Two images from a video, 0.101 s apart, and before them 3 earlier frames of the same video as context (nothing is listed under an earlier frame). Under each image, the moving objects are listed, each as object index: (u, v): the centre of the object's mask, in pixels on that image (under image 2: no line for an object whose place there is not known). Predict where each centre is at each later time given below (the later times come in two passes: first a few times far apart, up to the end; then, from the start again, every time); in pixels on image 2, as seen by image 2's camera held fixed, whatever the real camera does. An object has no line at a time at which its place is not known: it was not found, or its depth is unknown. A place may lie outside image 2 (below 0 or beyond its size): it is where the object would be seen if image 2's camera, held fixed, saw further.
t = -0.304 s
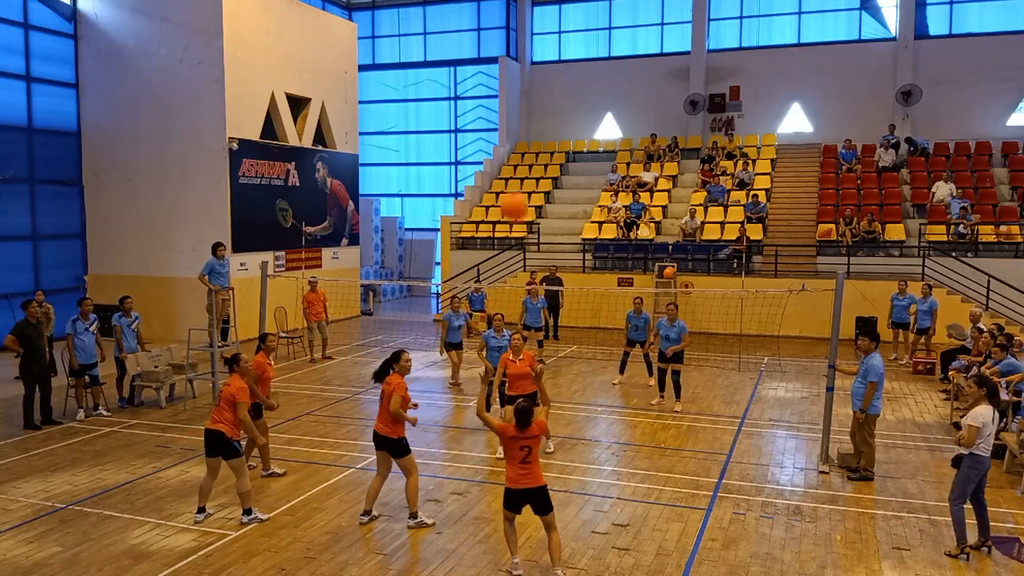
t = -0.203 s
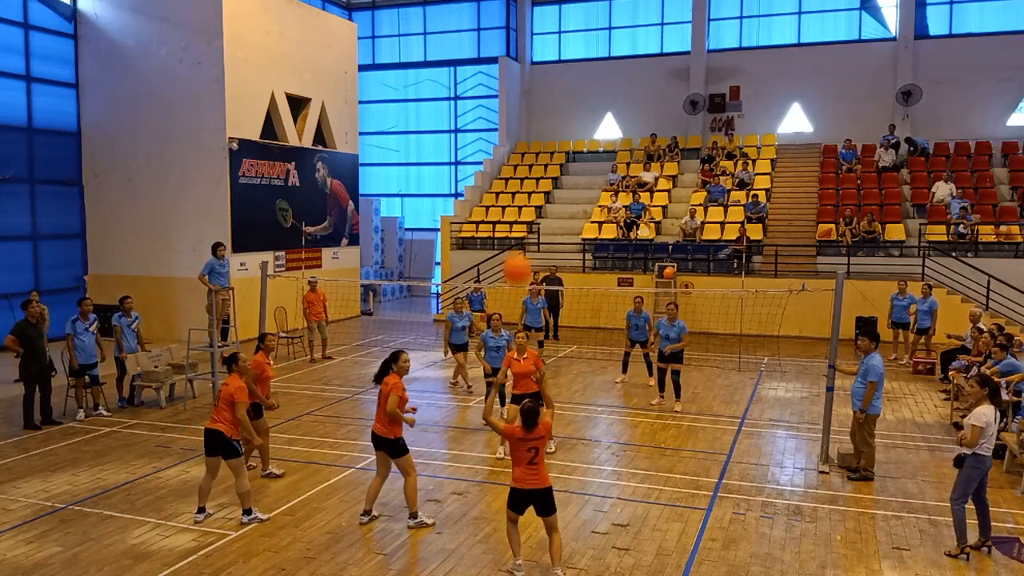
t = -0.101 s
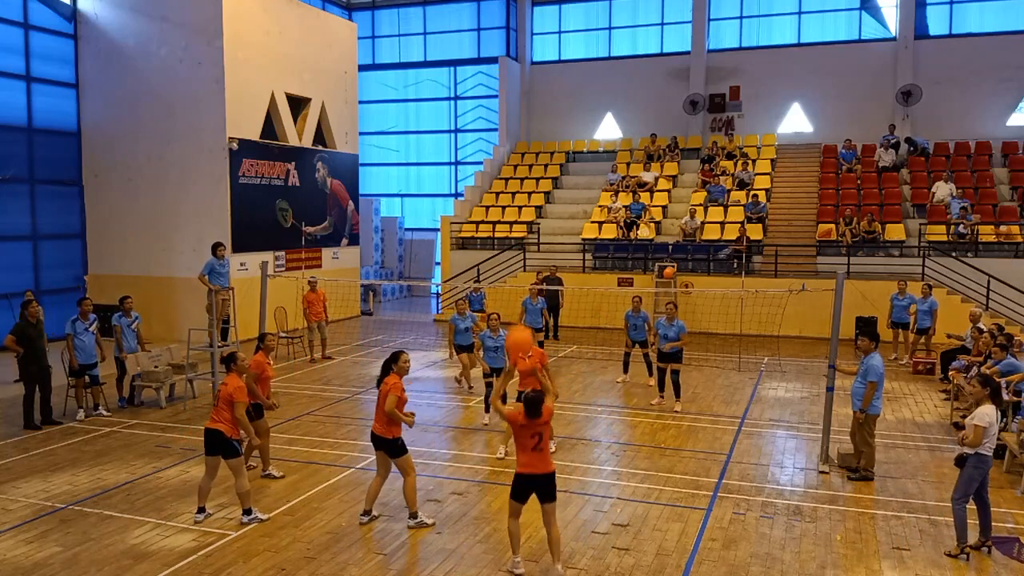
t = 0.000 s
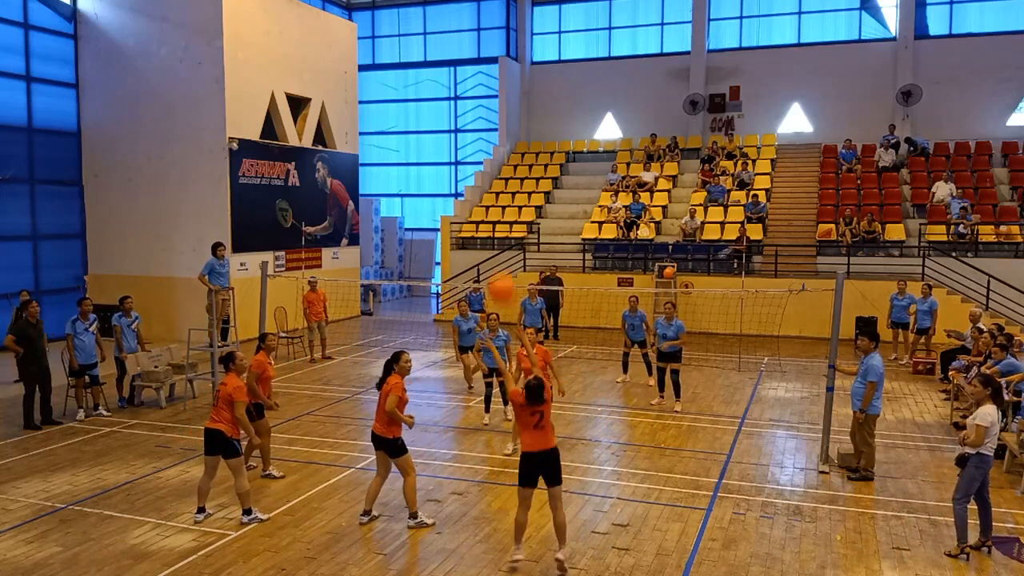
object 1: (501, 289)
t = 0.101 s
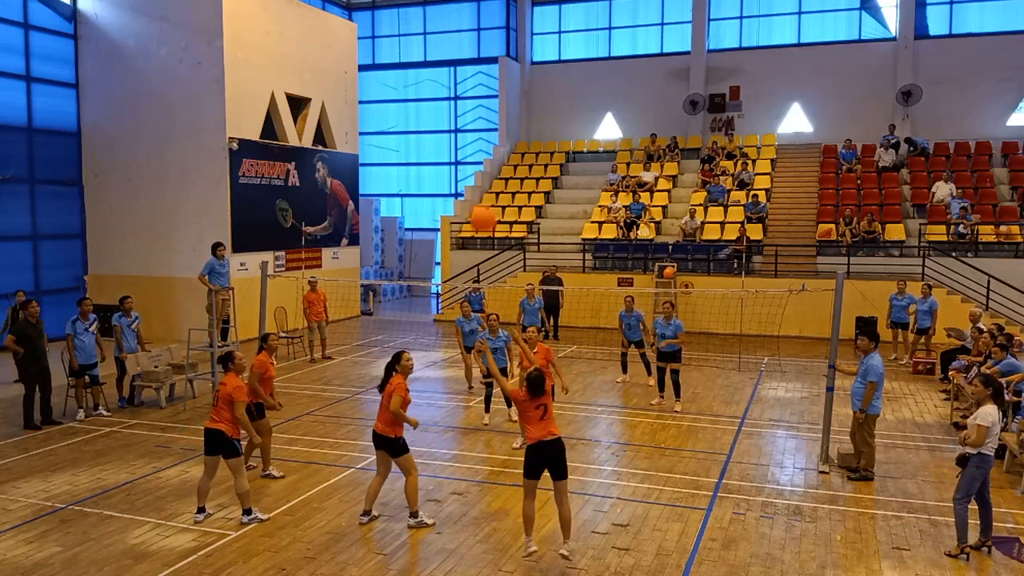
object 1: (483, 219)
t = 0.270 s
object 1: (456, 141)
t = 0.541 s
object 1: (424, 98)
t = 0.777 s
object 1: (403, 119)
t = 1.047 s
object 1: (384, 188)
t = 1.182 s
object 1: (377, 235)
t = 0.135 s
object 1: (476, 199)
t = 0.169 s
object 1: (473, 184)
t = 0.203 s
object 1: (466, 167)
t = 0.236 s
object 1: (461, 154)
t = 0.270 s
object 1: (456, 141)
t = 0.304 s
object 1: (452, 132)
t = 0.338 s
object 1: (448, 123)
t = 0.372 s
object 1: (443, 116)
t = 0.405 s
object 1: (439, 110)
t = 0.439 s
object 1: (435, 105)
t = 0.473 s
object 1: (432, 102)
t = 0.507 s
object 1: (428, 100)
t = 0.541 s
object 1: (424, 98)
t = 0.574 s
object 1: (421, 98)
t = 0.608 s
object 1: (418, 100)
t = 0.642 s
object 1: (415, 101)
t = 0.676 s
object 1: (412, 105)
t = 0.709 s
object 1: (409, 108)
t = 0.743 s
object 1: (406, 113)
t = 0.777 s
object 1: (403, 119)
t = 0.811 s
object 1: (401, 125)
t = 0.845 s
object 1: (398, 132)
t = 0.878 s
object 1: (396, 139)
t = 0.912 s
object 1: (393, 148)
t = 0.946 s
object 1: (391, 157)
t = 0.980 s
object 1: (389, 167)
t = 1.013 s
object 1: (386, 176)
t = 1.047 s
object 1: (384, 188)
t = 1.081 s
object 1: (382, 199)
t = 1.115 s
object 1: (380, 211)
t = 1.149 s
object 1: (379, 223)
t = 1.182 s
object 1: (377, 235)
